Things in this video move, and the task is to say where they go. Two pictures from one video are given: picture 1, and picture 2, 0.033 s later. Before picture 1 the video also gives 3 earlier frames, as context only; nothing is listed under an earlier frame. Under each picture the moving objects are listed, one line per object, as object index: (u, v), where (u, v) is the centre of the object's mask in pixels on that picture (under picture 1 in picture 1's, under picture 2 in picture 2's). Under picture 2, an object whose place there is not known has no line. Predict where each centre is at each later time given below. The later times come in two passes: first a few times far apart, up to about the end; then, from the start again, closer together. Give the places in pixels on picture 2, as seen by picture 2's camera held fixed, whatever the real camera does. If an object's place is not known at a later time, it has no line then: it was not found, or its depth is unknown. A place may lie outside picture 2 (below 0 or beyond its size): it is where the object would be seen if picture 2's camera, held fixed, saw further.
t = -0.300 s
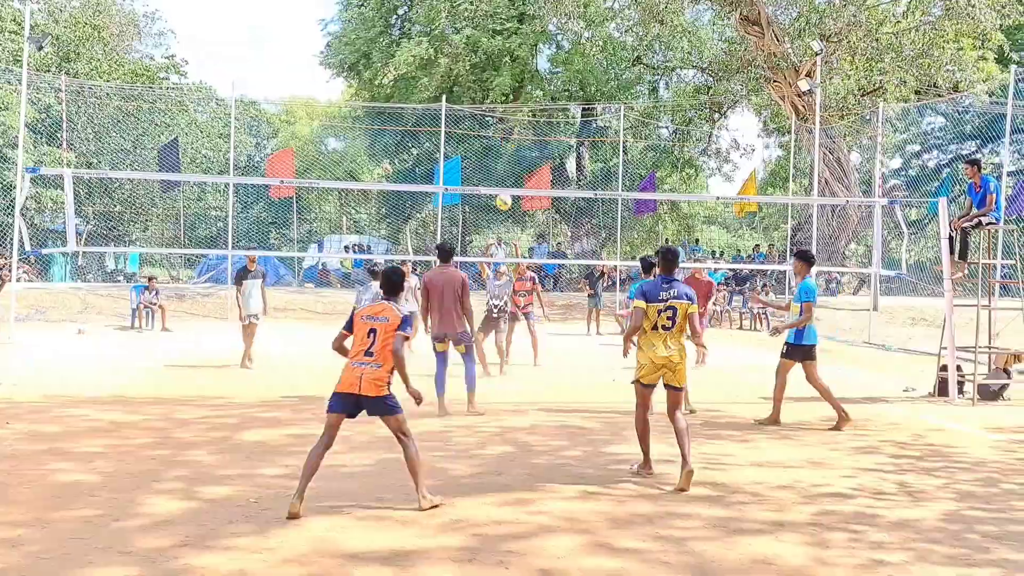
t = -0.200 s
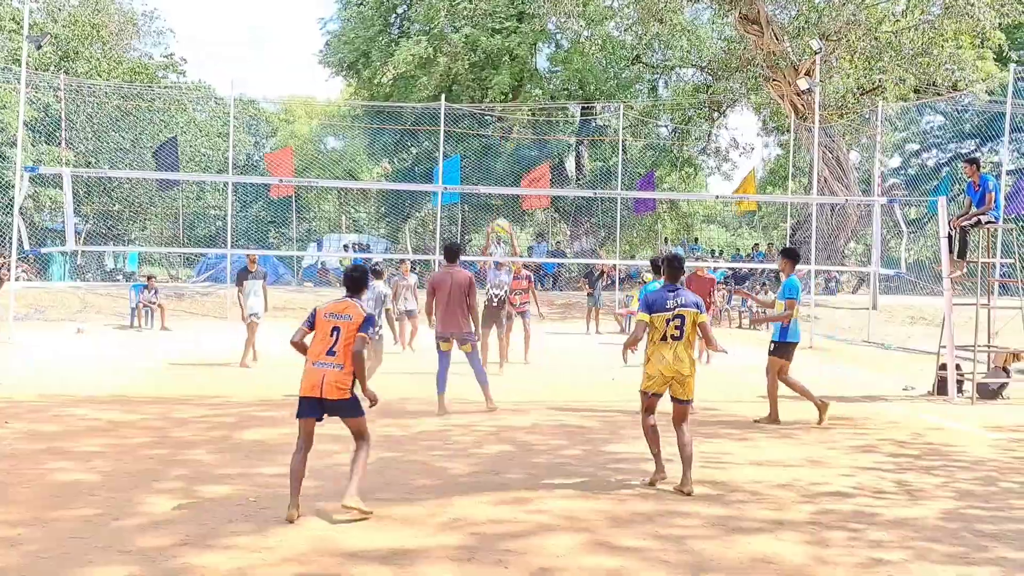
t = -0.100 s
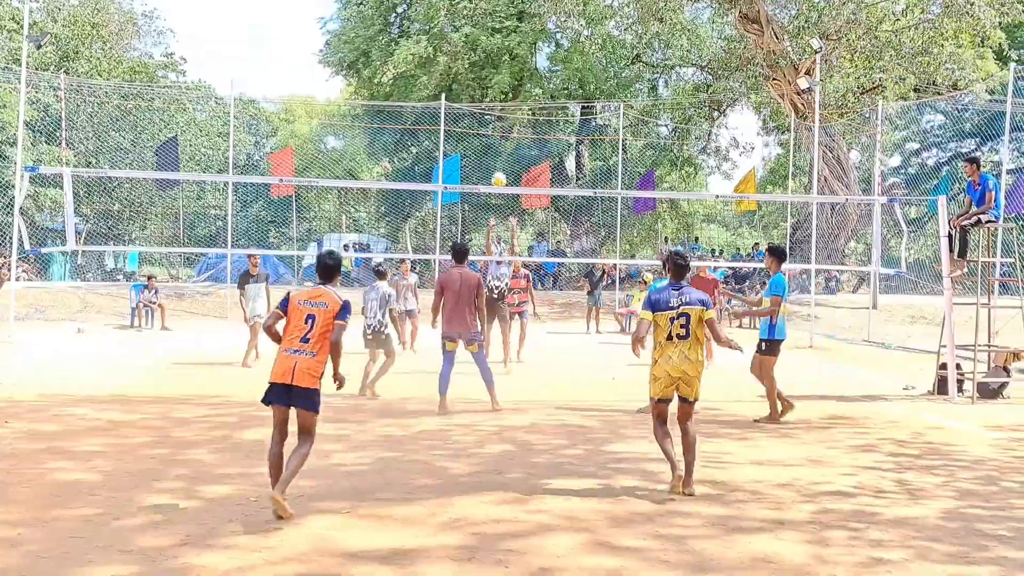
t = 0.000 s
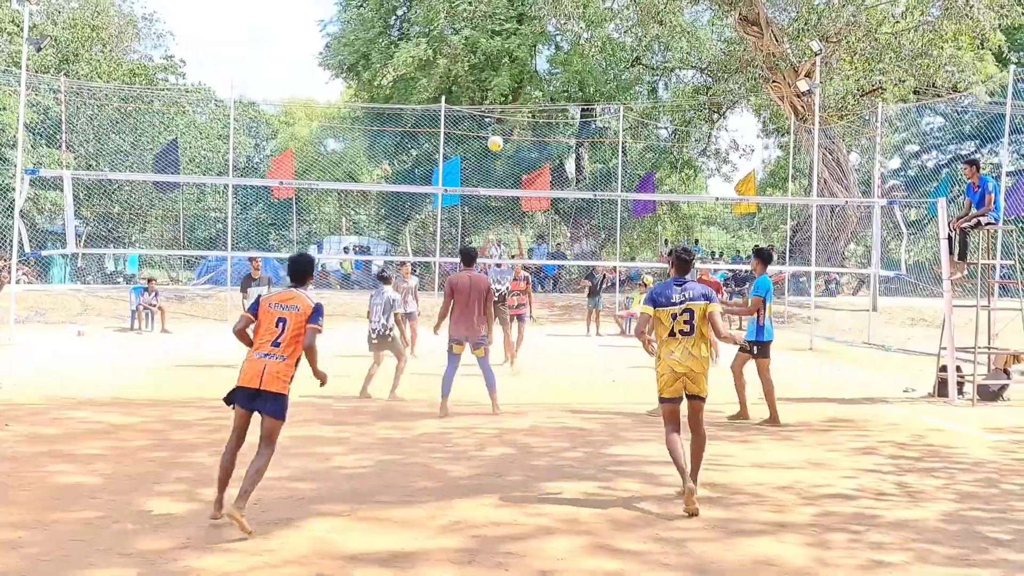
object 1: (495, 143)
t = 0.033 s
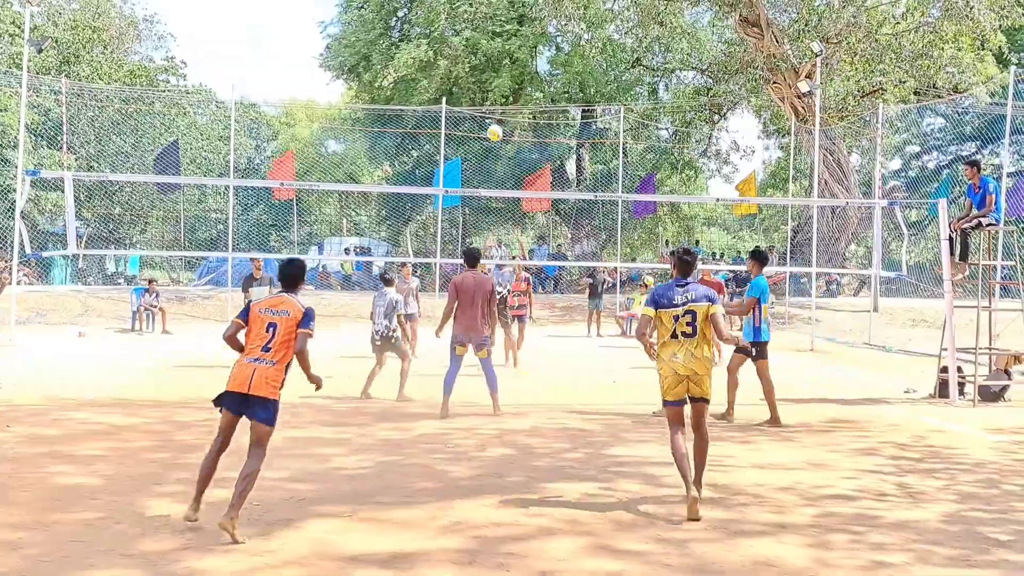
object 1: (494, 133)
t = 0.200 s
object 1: (488, 85)
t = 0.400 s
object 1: (479, 54)
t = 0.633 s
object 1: (468, 54)
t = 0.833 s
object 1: (456, 91)
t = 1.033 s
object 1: (443, 156)
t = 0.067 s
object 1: (493, 121)
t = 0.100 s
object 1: (492, 112)
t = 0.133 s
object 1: (490, 101)
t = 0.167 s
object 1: (489, 93)
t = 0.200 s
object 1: (488, 85)
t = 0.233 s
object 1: (486, 78)
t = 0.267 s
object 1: (485, 72)
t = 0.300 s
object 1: (483, 66)
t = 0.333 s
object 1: (482, 61)
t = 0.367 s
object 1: (480, 57)
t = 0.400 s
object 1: (479, 54)
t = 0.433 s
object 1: (478, 51)
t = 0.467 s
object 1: (476, 50)
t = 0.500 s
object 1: (475, 49)
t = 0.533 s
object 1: (473, 49)
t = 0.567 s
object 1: (471, 50)
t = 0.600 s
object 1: (469, 52)
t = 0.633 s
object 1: (468, 54)
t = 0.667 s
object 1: (466, 57)
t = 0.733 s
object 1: (462, 67)
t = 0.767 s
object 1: (460, 76)
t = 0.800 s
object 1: (458, 83)
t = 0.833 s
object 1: (456, 91)
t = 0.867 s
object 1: (454, 99)
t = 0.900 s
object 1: (452, 109)
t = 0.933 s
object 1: (450, 120)
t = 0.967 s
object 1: (448, 131)
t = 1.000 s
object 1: (446, 143)
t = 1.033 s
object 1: (443, 156)
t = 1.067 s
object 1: (441, 169)
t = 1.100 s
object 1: (439, 182)
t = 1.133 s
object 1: (436, 200)
